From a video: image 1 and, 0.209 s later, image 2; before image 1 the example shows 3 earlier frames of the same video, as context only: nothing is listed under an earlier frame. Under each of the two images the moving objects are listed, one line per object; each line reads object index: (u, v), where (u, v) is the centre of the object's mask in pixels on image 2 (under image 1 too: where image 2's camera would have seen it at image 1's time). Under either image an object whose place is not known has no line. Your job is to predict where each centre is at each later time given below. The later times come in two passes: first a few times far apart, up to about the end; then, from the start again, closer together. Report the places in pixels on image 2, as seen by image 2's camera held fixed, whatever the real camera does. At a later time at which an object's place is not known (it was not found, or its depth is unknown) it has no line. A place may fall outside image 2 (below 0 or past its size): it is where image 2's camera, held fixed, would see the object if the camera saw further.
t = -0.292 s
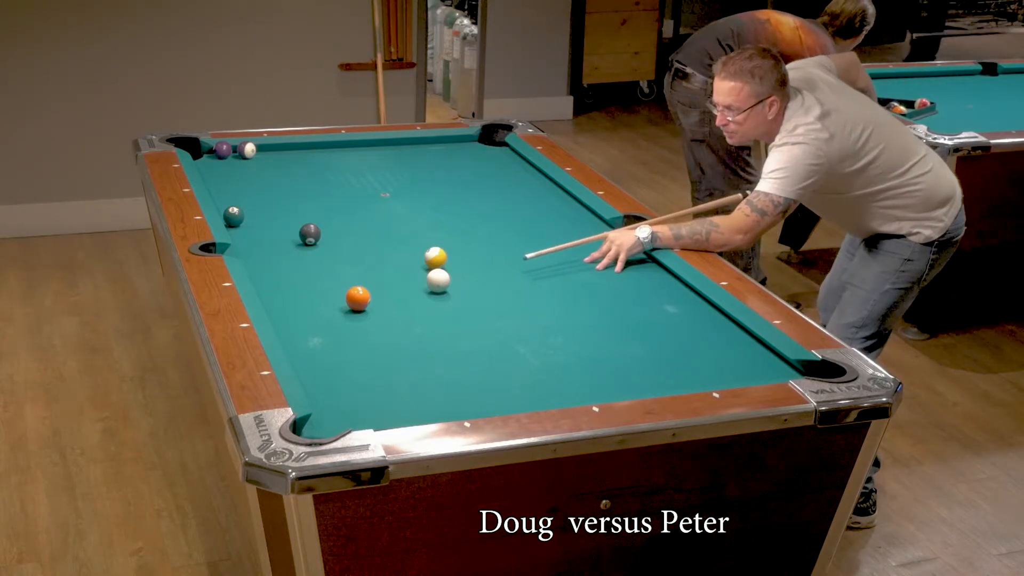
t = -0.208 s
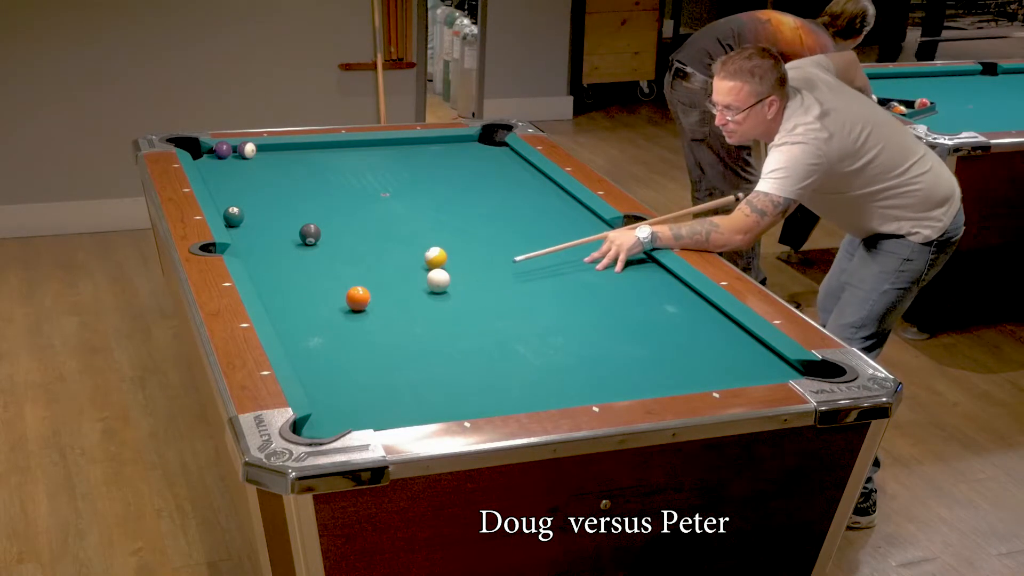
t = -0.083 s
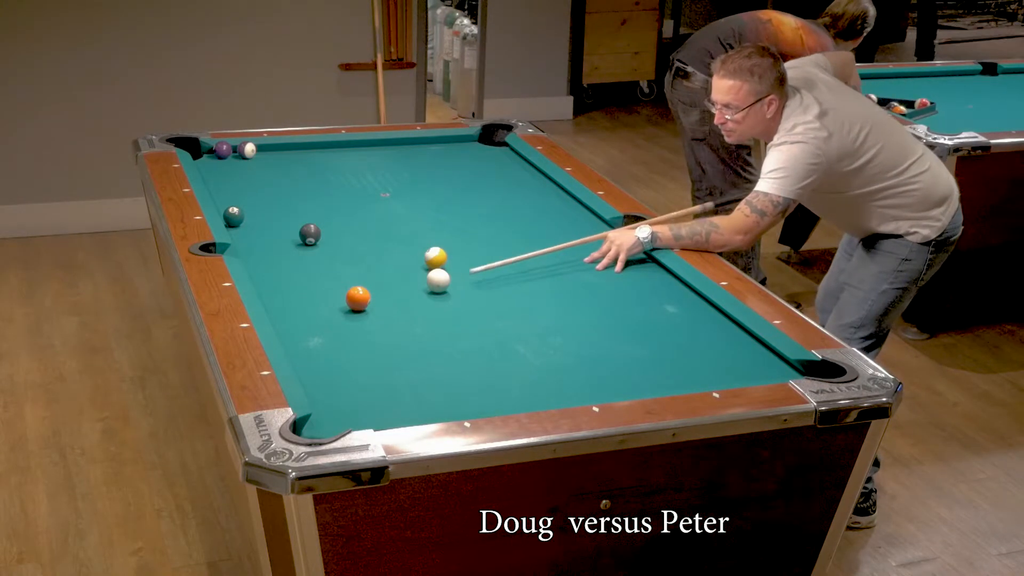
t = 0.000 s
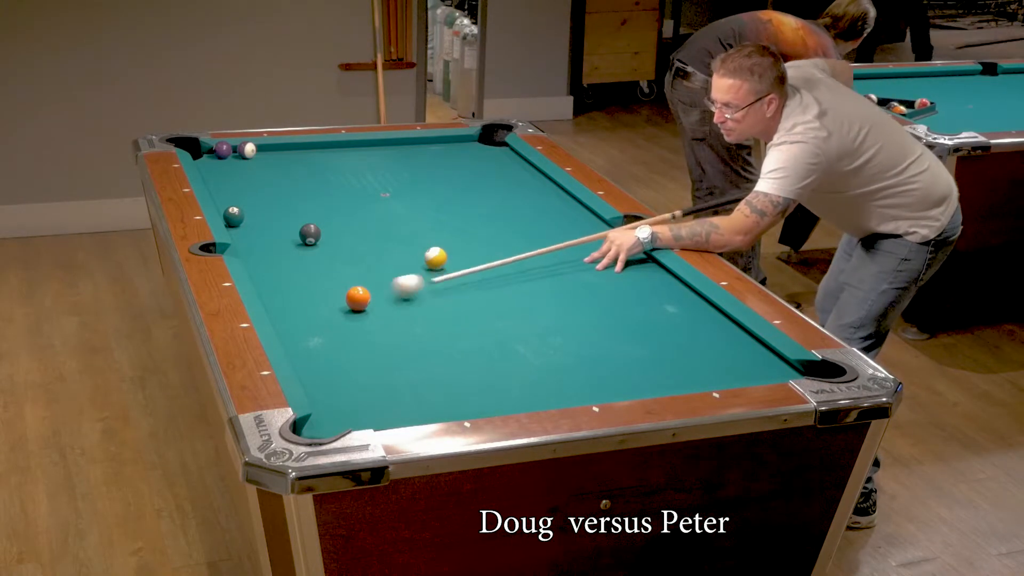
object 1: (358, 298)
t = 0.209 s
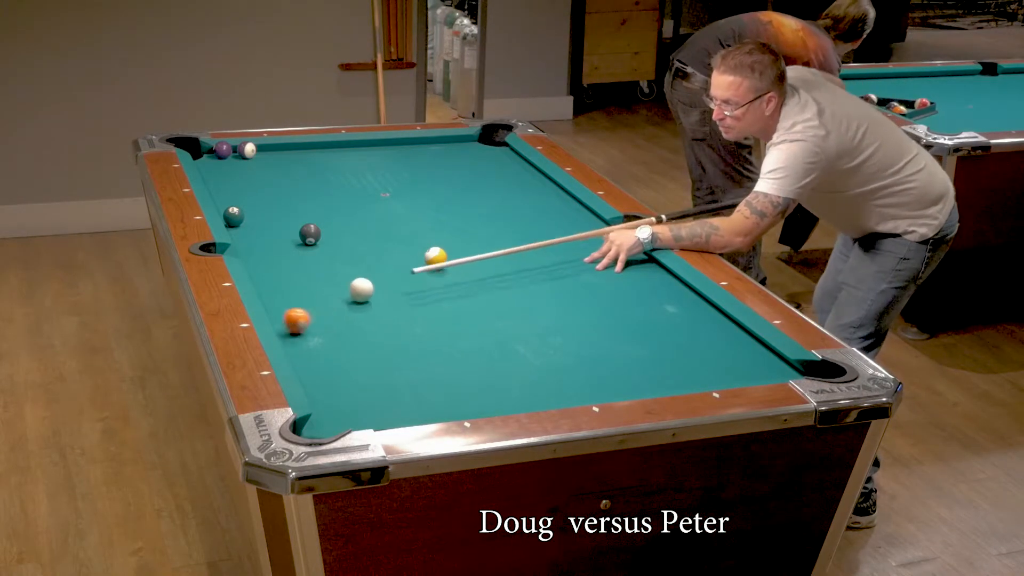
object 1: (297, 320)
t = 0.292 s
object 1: (325, 322)
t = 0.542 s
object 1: (408, 326)
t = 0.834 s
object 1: (500, 330)
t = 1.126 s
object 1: (589, 335)
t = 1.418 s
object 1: (673, 339)
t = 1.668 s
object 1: (743, 342)
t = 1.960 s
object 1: (730, 349)
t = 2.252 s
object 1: (705, 356)
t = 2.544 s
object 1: (683, 363)
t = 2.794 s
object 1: (665, 367)
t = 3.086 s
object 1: (648, 373)
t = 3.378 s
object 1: (633, 377)
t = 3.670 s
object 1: (621, 380)
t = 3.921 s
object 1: (612, 381)
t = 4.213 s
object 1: (606, 383)
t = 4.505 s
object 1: (603, 384)
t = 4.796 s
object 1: (602, 384)
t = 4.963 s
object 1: (595, 377)
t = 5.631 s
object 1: (602, 384)
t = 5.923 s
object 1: (602, 384)
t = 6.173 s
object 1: (602, 384)
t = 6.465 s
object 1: (602, 384)
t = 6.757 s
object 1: (602, 384)
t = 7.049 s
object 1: (602, 384)
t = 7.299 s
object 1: (602, 384)
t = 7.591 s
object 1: (602, 384)
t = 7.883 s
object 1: (603, 384)
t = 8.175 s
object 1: (603, 384)
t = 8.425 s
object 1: (602, 384)
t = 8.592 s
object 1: (603, 384)
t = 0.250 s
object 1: (312, 321)
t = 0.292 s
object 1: (325, 322)
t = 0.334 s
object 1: (340, 322)
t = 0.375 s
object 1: (354, 323)
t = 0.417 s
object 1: (367, 324)
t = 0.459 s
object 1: (381, 324)
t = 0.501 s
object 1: (395, 325)
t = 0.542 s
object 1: (408, 326)
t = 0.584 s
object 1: (422, 326)
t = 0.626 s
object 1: (435, 327)
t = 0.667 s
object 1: (448, 328)
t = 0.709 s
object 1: (461, 328)
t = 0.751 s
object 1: (475, 328)
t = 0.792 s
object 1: (488, 329)
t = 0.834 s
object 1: (500, 330)
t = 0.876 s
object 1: (513, 331)
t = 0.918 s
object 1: (526, 331)
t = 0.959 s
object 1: (539, 332)
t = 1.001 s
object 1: (552, 333)
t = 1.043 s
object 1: (564, 333)
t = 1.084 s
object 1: (576, 334)
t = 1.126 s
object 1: (589, 335)
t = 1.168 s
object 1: (601, 335)
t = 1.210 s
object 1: (613, 335)
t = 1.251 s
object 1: (625, 337)
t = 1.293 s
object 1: (637, 337)
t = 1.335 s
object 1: (650, 338)
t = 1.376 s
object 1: (661, 338)
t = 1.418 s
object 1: (673, 339)
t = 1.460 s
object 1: (685, 339)
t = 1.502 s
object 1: (697, 340)
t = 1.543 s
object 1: (708, 340)
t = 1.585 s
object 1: (720, 341)
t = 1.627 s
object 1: (732, 342)
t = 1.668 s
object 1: (743, 342)
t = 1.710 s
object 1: (753, 343)
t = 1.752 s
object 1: (750, 344)
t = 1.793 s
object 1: (746, 345)
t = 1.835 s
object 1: (742, 346)
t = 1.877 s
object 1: (738, 347)
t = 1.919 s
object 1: (734, 348)
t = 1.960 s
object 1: (730, 349)
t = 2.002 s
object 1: (727, 350)
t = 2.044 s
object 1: (723, 352)
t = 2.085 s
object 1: (719, 352)
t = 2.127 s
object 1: (716, 353)
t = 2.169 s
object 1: (712, 354)
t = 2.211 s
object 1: (709, 355)
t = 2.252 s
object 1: (705, 356)
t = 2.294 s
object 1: (702, 357)
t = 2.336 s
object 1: (698, 358)
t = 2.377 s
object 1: (695, 359)
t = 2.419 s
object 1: (692, 360)
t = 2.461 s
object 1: (689, 361)
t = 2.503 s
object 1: (686, 362)
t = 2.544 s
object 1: (683, 363)
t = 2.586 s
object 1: (680, 364)
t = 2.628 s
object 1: (677, 364)
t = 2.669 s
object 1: (674, 365)
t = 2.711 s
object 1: (671, 366)
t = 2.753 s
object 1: (668, 367)
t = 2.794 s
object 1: (665, 367)
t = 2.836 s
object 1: (663, 368)
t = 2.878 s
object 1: (660, 369)
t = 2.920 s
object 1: (658, 370)
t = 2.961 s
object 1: (655, 371)
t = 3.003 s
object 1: (653, 371)
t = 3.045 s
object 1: (650, 372)
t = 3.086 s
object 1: (648, 373)
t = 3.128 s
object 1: (645, 373)
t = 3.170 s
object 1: (643, 374)
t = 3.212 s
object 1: (641, 374)
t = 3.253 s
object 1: (639, 375)
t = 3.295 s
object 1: (636, 375)
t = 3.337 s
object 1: (634, 376)
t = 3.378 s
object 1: (633, 377)
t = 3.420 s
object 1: (631, 377)
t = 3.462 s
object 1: (629, 378)
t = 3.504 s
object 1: (627, 378)
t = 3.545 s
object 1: (626, 379)
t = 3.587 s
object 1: (624, 379)
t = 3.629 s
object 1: (622, 380)
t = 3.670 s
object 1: (621, 380)
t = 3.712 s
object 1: (619, 380)
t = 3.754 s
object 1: (618, 381)
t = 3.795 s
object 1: (616, 381)
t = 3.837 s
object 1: (615, 381)
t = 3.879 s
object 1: (613, 382)
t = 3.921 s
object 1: (612, 381)
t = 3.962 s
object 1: (611, 382)
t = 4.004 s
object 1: (610, 382)
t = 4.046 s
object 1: (609, 383)
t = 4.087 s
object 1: (608, 383)
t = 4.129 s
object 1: (607, 383)
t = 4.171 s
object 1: (606, 383)
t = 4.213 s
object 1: (606, 383)
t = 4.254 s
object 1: (605, 383)
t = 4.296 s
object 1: (605, 383)
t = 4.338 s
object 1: (604, 383)
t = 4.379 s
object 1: (604, 384)
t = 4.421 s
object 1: (603, 384)
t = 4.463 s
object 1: (603, 384)
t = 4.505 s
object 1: (603, 384)
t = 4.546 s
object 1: (603, 384)
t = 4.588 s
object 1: (602, 384)
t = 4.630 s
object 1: (602, 384)
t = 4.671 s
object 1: (602, 384)
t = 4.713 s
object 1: (602, 384)
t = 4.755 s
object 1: (602, 384)
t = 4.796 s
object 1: (602, 384)
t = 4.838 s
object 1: (602, 384)
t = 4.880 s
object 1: (602, 384)
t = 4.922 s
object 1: (602, 384)
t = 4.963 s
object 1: (595, 377)
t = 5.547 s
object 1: (603, 384)
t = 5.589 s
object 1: (602, 384)
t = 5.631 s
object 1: (602, 384)
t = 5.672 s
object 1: (602, 384)
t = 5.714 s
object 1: (602, 384)
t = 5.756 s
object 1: (602, 384)
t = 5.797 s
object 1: (602, 384)
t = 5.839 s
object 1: (602, 384)
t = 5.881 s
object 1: (602, 384)
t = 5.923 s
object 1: (602, 384)
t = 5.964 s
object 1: (602, 384)
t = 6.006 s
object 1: (602, 384)
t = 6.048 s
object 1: (602, 384)
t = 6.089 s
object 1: (602, 384)
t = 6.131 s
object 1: (602, 384)
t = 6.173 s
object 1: (602, 384)
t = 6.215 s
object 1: (602, 384)
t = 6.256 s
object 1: (602, 384)
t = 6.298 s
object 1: (602, 384)
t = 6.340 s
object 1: (602, 384)
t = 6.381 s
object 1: (602, 384)
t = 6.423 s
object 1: (602, 384)
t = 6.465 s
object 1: (602, 384)
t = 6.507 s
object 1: (602, 384)
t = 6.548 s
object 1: (602, 384)
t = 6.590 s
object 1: (602, 384)
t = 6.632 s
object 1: (602, 384)
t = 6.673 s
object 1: (602, 384)
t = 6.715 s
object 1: (602, 384)
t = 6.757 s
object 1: (602, 384)
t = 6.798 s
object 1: (602, 384)
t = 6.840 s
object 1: (602, 384)
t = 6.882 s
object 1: (602, 384)
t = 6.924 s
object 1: (602, 384)
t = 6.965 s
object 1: (602, 384)
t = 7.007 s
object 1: (602, 384)
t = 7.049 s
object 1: (602, 384)
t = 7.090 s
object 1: (602, 384)
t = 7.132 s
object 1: (603, 384)
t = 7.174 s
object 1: (602, 384)
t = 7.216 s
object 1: (603, 384)
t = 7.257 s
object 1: (603, 384)
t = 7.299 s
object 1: (602, 384)
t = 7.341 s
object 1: (602, 384)
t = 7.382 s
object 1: (602, 384)
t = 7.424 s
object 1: (602, 384)
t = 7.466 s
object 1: (603, 384)
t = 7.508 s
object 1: (603, 384)
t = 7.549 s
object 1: (602, 384)
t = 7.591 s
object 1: (602, 384)
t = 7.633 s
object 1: (602, 384)
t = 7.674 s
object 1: (603, 384)
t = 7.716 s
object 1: (602, 384)
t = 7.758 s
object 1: (603, 384)
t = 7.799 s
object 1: (603, 384)
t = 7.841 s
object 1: (603, 384)
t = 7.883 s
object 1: (603, 384)
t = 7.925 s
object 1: (602, 384)
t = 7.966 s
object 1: (602, 384)
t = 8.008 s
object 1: (602, 384)
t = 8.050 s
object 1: (603, 384)
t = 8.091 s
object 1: (602, 384)
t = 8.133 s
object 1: (603, 384)
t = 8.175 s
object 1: (603, 384)
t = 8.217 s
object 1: (603, 384)
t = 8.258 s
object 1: (603, 384)
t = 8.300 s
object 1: (602, 384)
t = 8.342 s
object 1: (603, 384)
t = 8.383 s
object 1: (602, 384)
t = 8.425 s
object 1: (602, 384)
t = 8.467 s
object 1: (603, 384)
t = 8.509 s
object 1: (602, 384)
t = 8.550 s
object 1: (602, 384)
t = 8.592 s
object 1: (603, 384)
